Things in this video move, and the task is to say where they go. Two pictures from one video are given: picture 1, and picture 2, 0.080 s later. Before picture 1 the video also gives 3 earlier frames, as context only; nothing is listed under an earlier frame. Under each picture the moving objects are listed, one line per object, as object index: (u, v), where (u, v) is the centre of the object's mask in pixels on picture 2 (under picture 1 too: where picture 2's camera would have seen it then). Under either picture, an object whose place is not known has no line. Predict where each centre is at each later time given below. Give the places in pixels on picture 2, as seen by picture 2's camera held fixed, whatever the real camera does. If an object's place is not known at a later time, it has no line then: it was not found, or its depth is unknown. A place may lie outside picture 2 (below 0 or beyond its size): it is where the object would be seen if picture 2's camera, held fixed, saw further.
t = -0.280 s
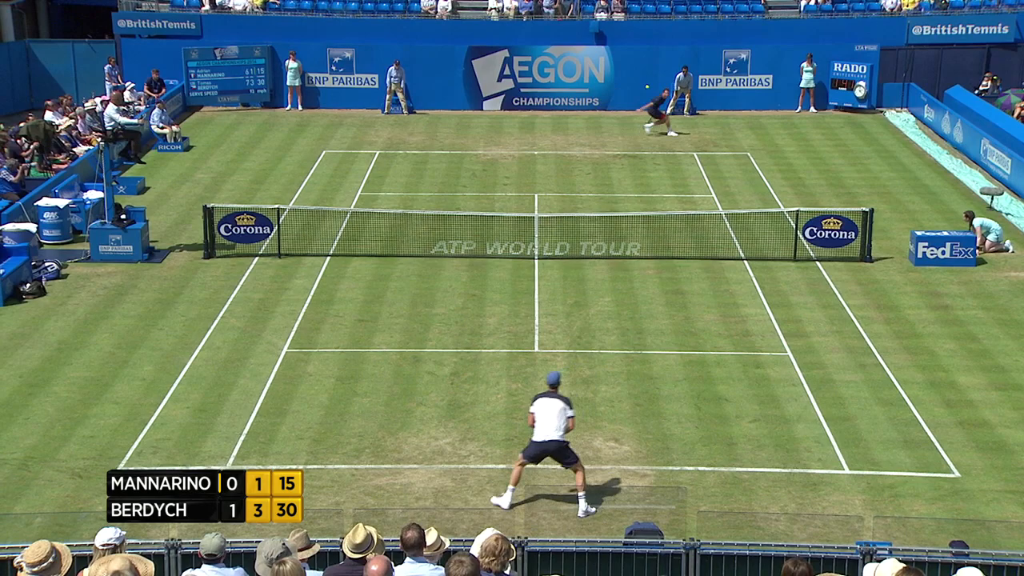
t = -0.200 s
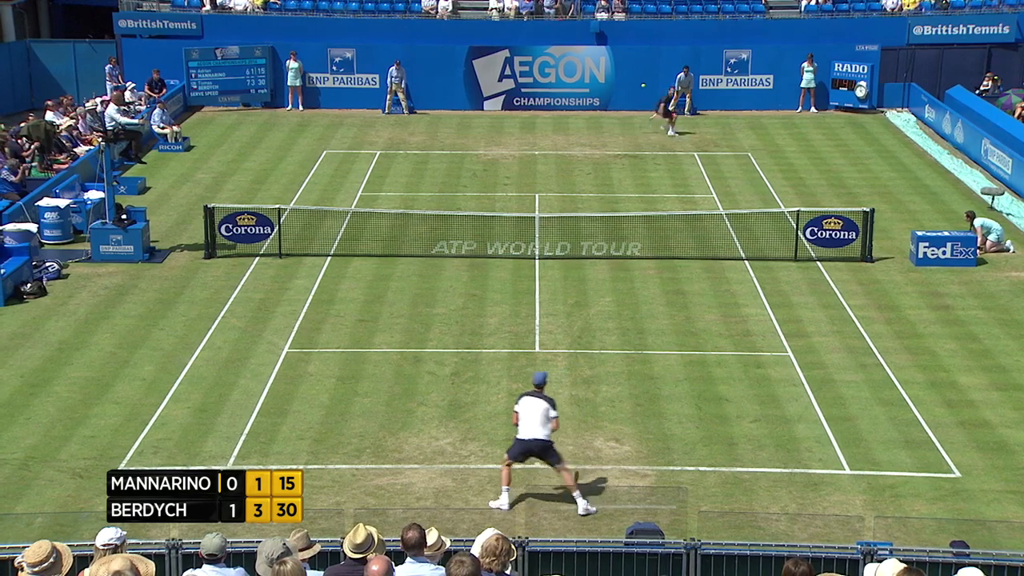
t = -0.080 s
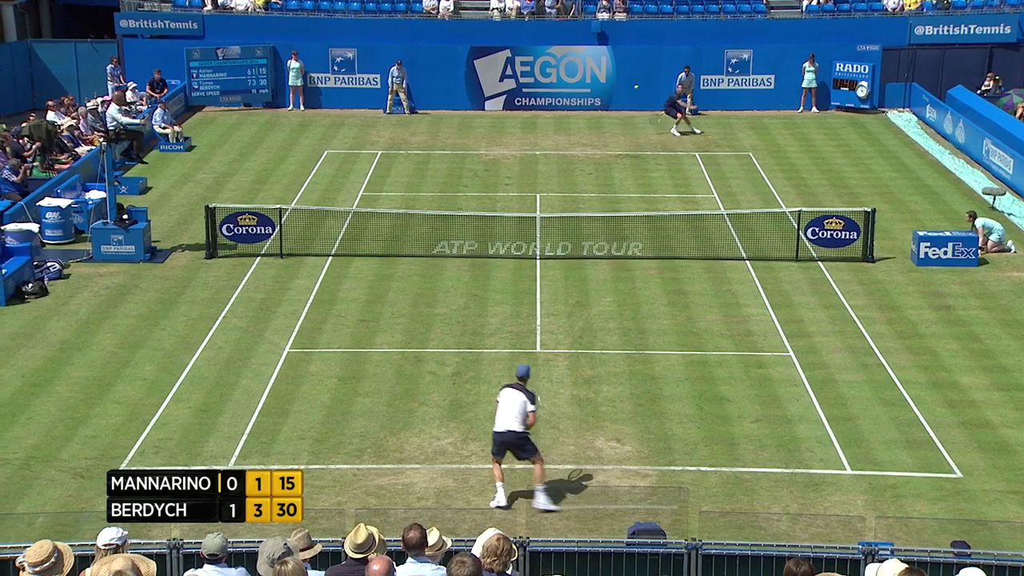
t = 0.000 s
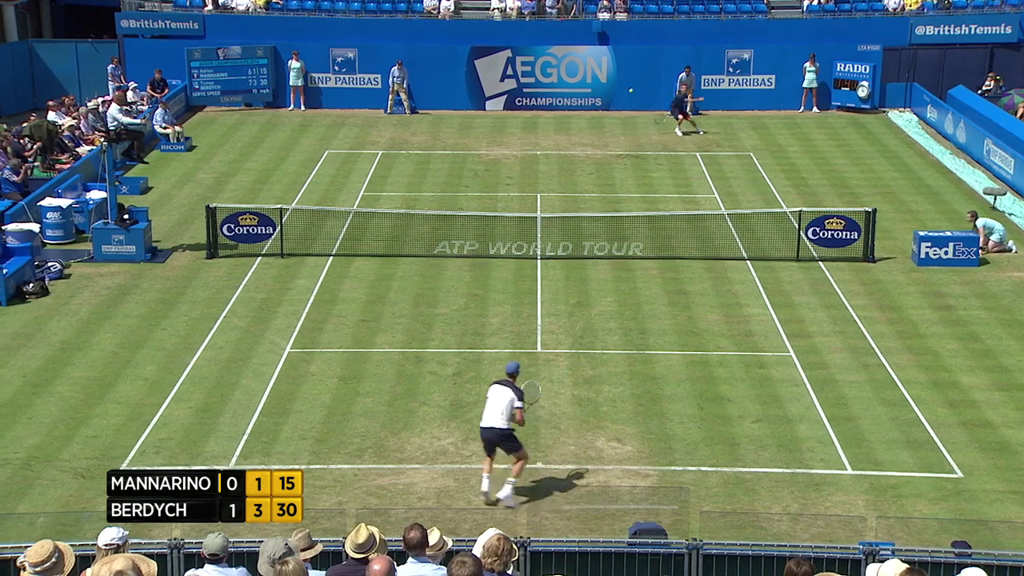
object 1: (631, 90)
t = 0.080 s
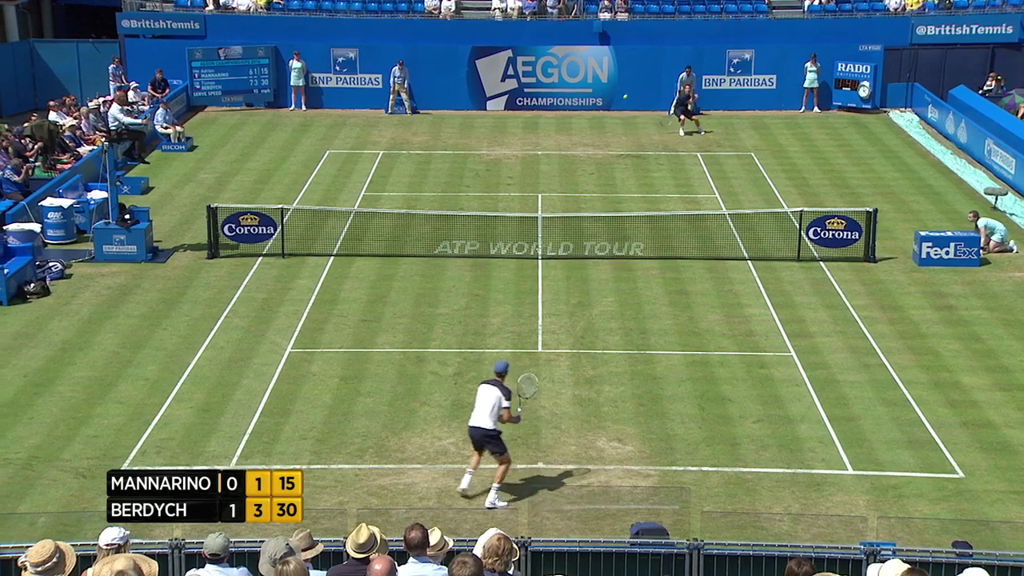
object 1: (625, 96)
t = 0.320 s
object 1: (602, 129)
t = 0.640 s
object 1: (564, 217)
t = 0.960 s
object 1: (516, 364)
